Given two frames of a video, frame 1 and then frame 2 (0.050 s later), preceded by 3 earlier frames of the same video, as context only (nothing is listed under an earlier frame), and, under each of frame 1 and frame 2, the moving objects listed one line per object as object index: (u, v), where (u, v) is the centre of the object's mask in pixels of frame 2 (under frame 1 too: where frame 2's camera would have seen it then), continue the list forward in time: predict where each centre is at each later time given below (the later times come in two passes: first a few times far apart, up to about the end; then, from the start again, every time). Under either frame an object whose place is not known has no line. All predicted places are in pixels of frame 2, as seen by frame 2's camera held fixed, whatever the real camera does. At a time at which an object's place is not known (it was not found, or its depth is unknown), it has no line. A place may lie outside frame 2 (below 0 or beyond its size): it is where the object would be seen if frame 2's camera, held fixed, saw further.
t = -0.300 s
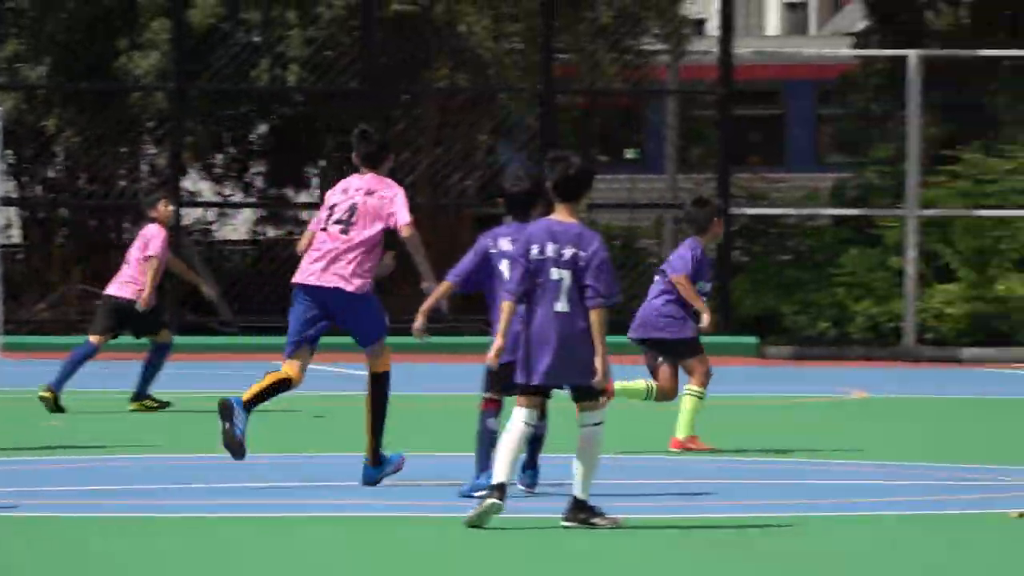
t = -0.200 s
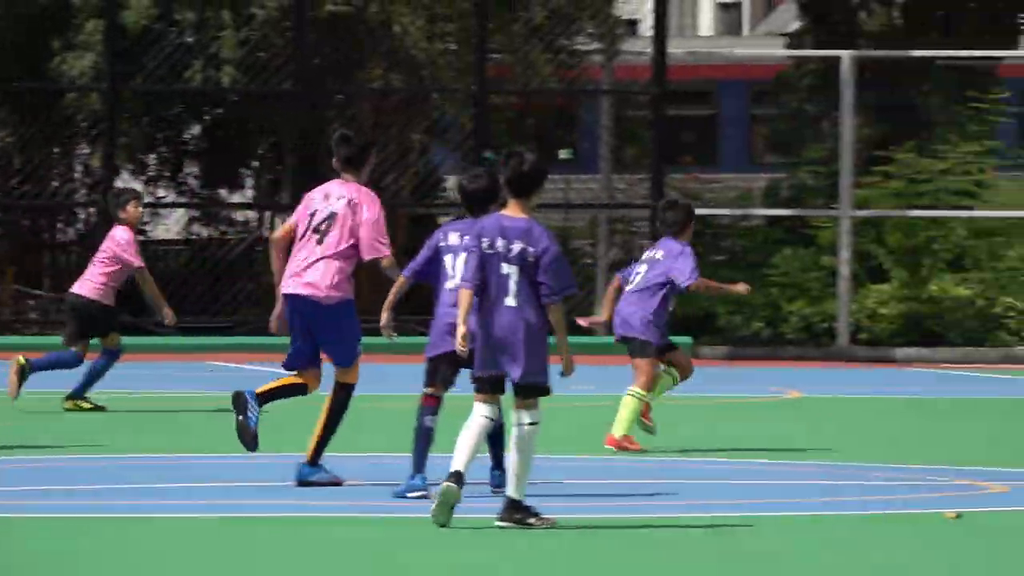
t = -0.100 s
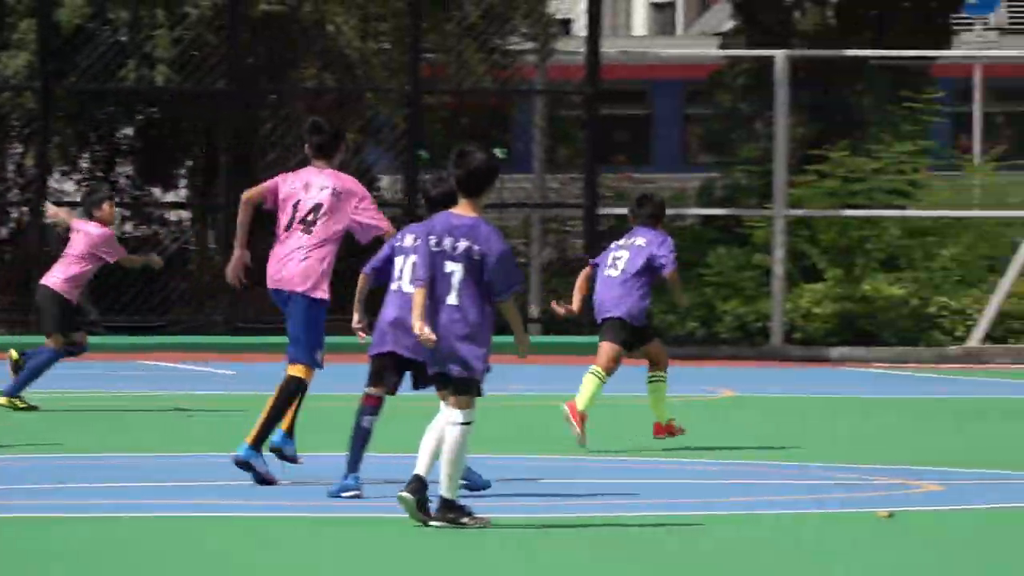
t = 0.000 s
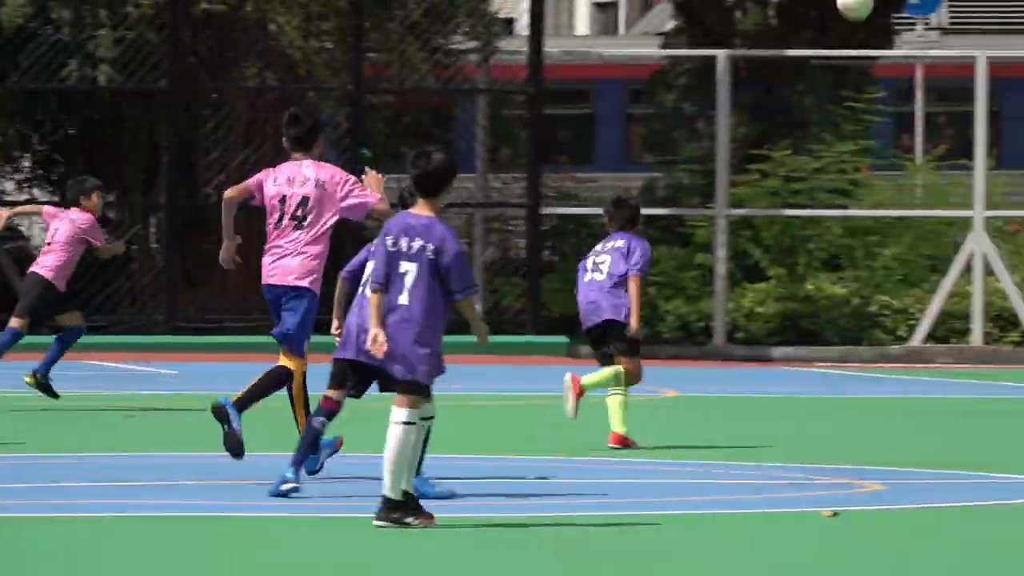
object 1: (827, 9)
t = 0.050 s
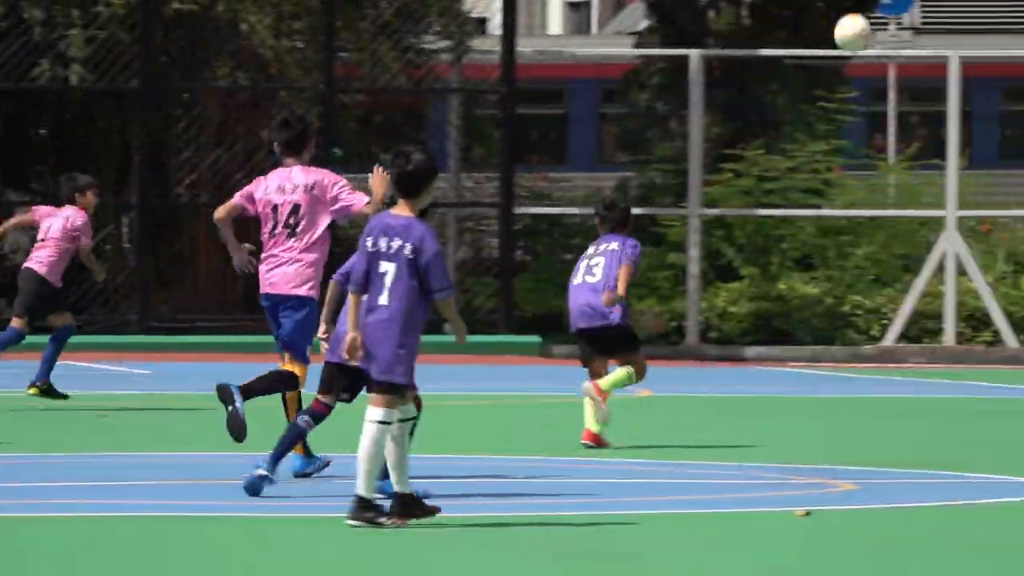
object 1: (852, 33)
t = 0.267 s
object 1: (957, 212)
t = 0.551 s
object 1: (1066, 341)
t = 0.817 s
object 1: (1147, 211)
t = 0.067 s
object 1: (861, 45)
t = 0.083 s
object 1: (869, 58)
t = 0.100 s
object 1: (875, 71)
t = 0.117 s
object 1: (885, 84)
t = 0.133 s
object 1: (893, 96)
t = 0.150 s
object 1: (901, 110)
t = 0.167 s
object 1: (910, 123)
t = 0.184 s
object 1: (916, 139)
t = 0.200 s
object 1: (924, 152)
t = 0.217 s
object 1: (932, 165)
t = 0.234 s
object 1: (939, 182)
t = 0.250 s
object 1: (948, 195)
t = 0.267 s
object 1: (957, 212)
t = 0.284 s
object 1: (963, 226)
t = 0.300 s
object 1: (972, 242)
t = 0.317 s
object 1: (978, 260)
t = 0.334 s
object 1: (987, 276)
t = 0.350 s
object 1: (993, 292)
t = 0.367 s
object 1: (1001, 310)
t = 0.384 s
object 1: (1009, 327)
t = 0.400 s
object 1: (1016, 344)
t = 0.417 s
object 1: (1024, 360)
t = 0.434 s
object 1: (1030, 379)
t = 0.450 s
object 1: (1037, 399)
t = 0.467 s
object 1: (1044, 406)
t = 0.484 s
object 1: (1048, 392)
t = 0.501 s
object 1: (1053, 378)
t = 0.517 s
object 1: (1058, 365)
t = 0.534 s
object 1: (1063, 353)
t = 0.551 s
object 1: (1066, 341)
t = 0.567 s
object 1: (1073, 331)
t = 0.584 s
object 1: (1078, 321)
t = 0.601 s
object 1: (1083, 310)
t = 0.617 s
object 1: (1087, 299)
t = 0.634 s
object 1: (1092, 290)
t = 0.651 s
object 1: (1097, 281)
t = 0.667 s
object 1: (1103, 272)
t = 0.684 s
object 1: (1108, 264)
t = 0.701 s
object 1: (1113, 256)
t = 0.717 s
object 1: (1118, 248)
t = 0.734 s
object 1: (1122, 241)
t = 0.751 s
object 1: (1127, 234)
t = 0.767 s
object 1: (1132, 228)
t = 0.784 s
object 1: (1137, 222)
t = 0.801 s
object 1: (1142, 217)
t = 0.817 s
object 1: (1147, 211)
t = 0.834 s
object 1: (1152, 206)
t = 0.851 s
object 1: (1157, 202)
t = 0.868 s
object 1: (1162, 198)
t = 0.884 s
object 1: (1168, 195)
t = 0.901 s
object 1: (1172, 192)
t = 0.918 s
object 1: (1178, 190)
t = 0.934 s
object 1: (1182, 188)
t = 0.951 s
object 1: (1187, 187)
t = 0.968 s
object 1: (1192, 185)
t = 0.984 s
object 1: (1197, 185)
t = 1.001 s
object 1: (1202, 184)
